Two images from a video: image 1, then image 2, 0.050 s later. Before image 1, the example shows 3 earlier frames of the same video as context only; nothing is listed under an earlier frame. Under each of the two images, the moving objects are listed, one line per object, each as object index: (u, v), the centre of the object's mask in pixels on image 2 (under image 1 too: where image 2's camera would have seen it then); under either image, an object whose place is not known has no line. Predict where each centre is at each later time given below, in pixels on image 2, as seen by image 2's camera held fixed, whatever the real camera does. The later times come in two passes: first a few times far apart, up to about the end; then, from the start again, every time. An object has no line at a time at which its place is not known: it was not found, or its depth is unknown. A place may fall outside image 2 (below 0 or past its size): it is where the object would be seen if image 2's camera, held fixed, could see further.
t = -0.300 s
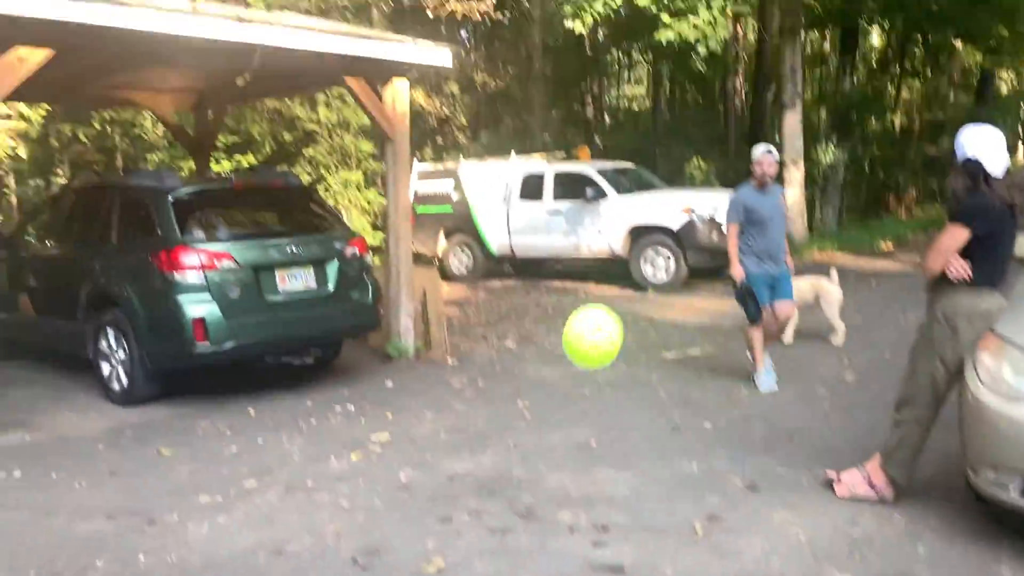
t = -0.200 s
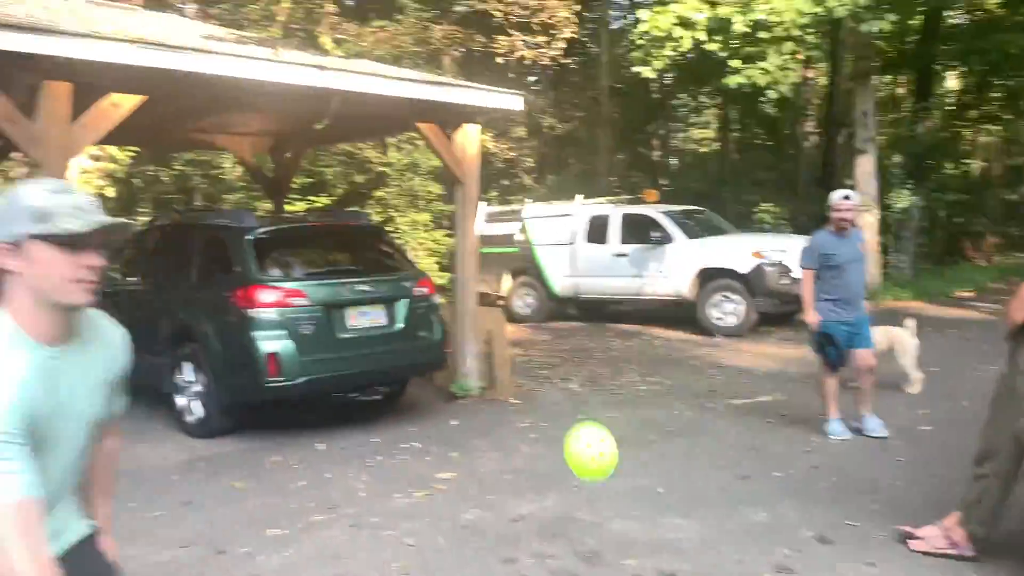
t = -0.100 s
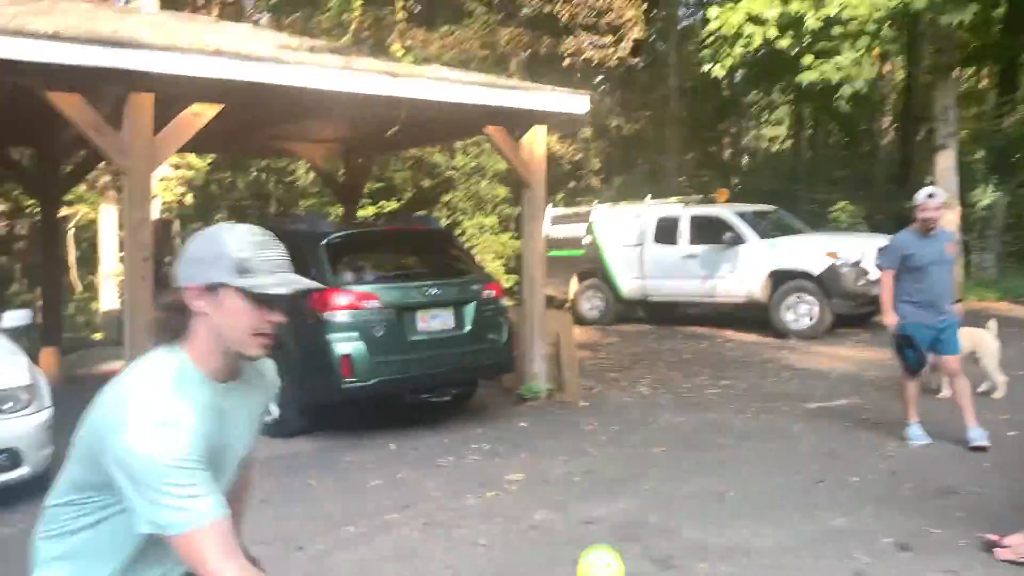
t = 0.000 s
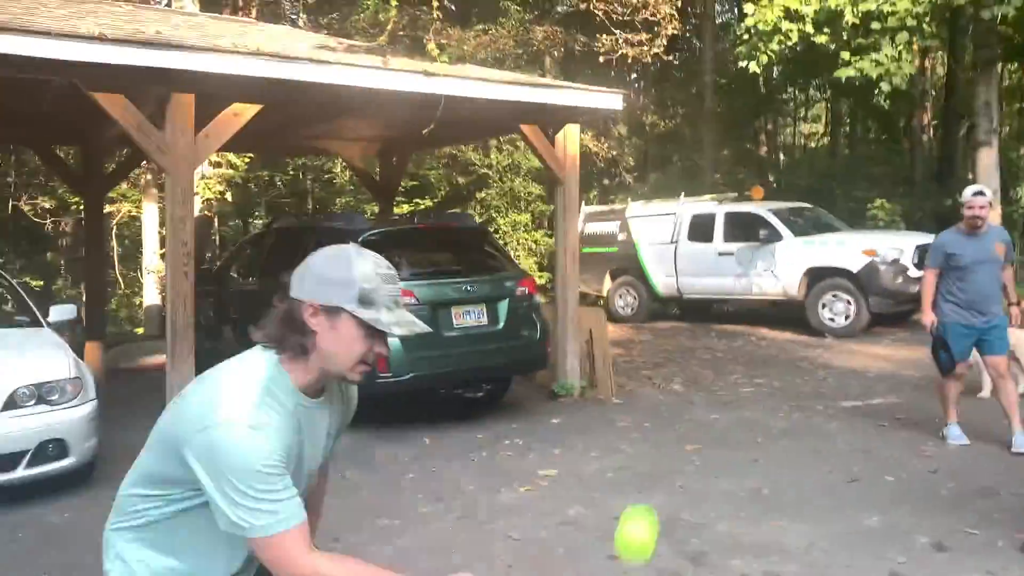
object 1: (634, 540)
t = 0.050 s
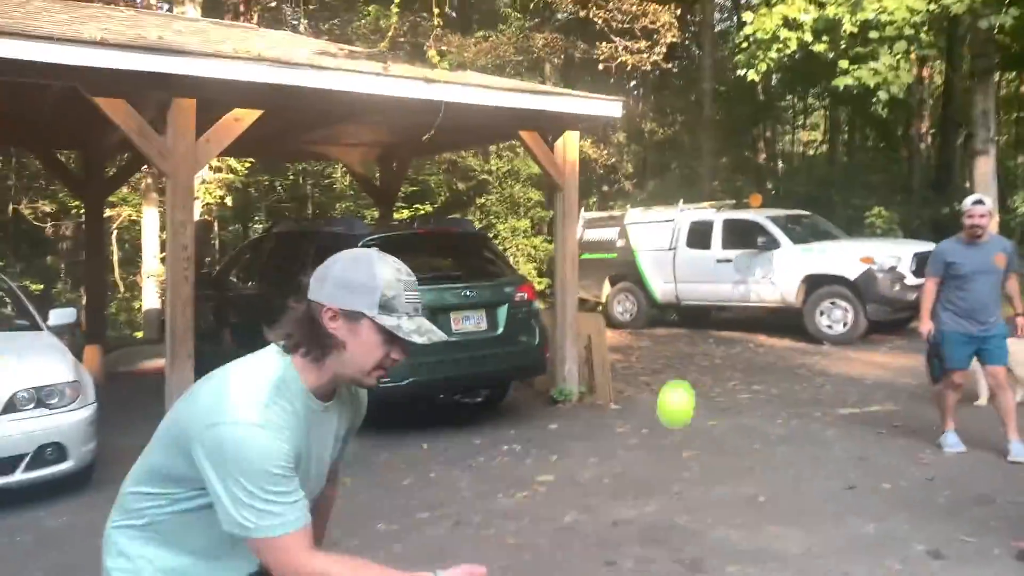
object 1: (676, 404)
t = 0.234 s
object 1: (770, 166)
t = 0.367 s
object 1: (810, 126)
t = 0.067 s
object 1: (688, 367)
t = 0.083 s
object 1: (699, 335)
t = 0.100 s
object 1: (709, 307)
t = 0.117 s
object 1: (719, 279)
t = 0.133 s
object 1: (728, 256)
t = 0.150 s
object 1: (736, 236)
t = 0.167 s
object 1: (744, 218)
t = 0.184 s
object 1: (751, 201)
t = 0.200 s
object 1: (757, 188)
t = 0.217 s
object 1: (764, 177)
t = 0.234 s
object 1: (770, 166)
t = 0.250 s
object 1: (776, 157)
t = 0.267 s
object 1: (781, 149)
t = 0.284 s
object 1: (786, 143)
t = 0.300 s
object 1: (791, 137)
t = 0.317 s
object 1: (797, 133)
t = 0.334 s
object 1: (802, 130)
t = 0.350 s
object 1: (805, 129)
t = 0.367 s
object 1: (810, 126)
